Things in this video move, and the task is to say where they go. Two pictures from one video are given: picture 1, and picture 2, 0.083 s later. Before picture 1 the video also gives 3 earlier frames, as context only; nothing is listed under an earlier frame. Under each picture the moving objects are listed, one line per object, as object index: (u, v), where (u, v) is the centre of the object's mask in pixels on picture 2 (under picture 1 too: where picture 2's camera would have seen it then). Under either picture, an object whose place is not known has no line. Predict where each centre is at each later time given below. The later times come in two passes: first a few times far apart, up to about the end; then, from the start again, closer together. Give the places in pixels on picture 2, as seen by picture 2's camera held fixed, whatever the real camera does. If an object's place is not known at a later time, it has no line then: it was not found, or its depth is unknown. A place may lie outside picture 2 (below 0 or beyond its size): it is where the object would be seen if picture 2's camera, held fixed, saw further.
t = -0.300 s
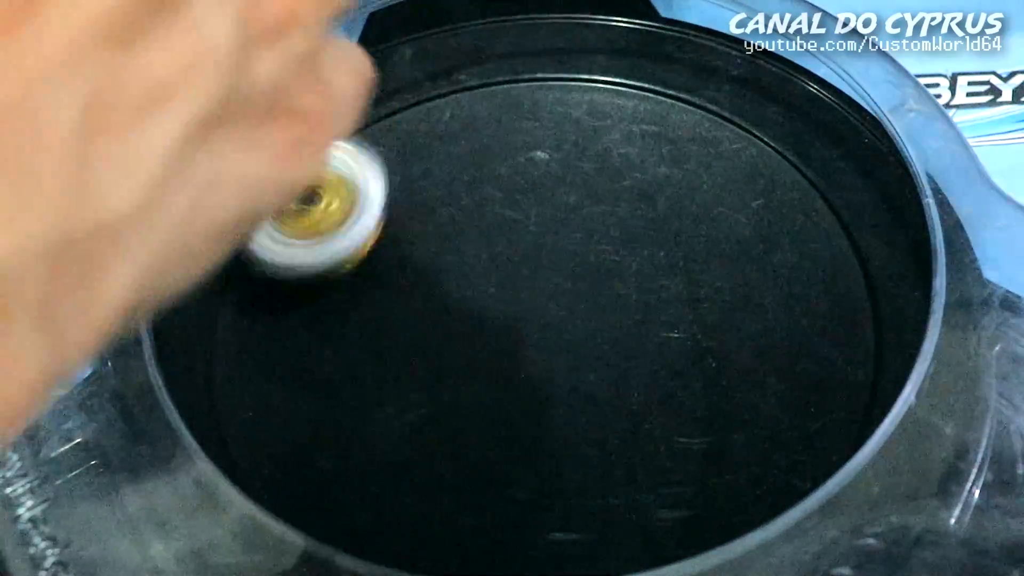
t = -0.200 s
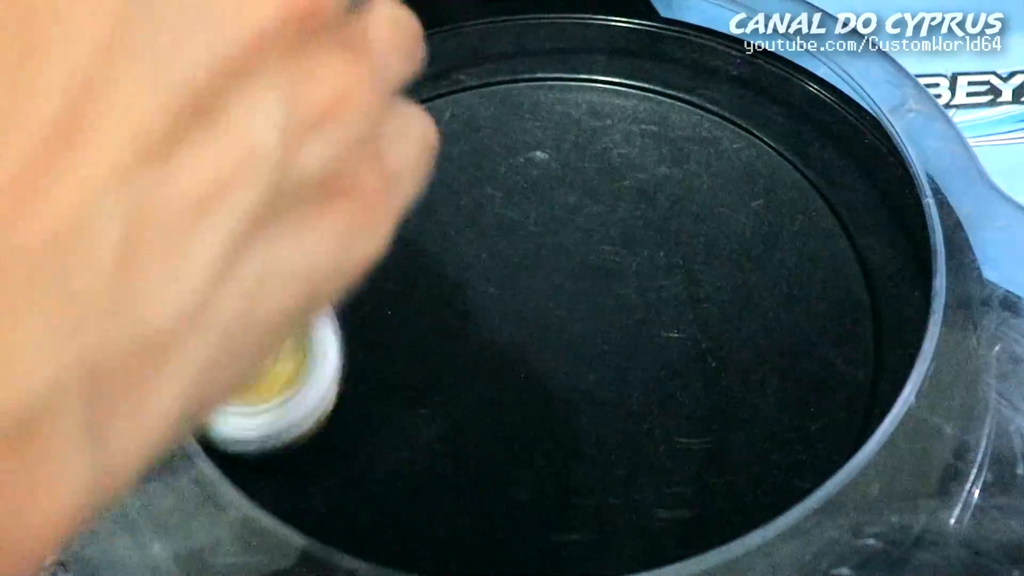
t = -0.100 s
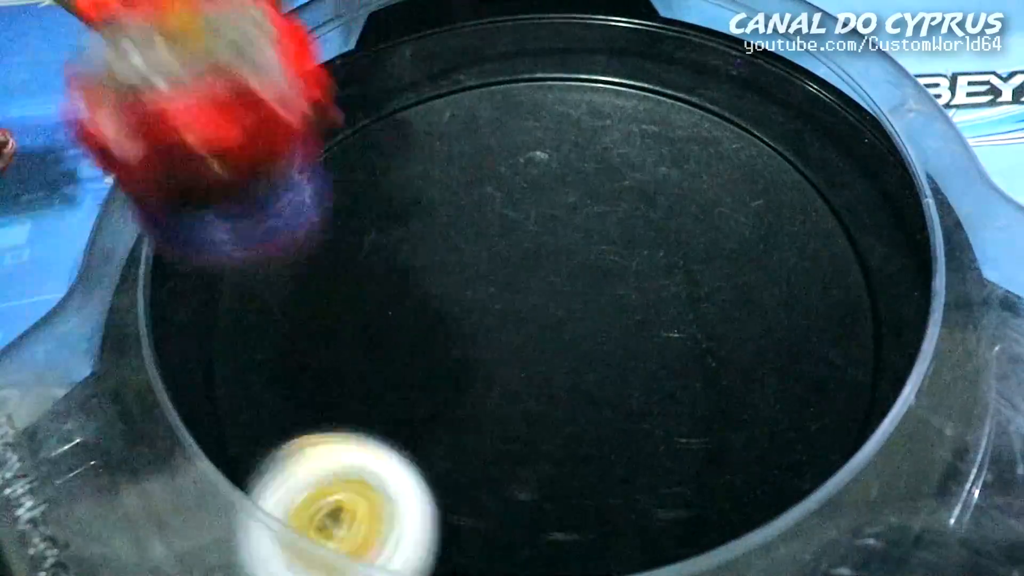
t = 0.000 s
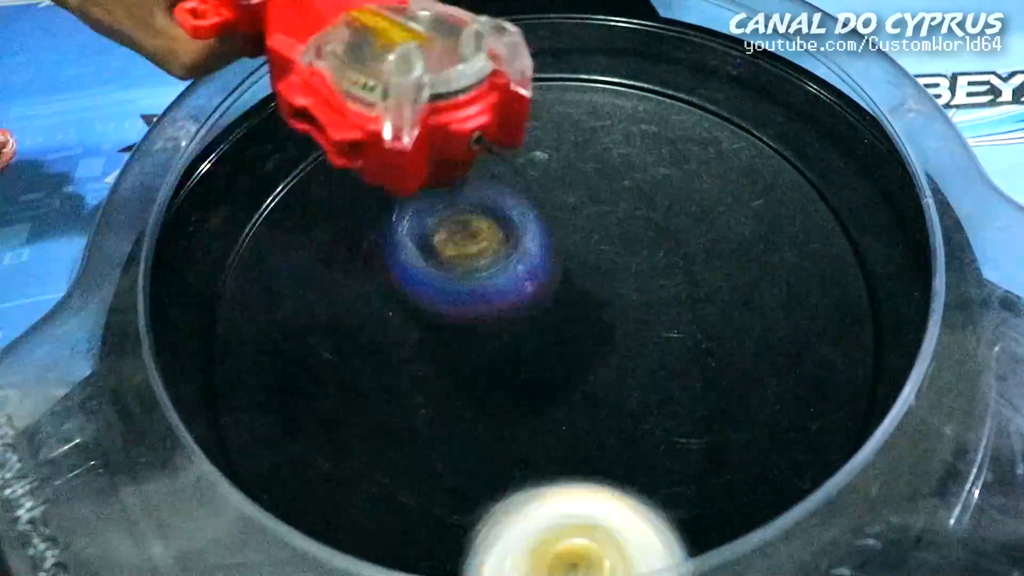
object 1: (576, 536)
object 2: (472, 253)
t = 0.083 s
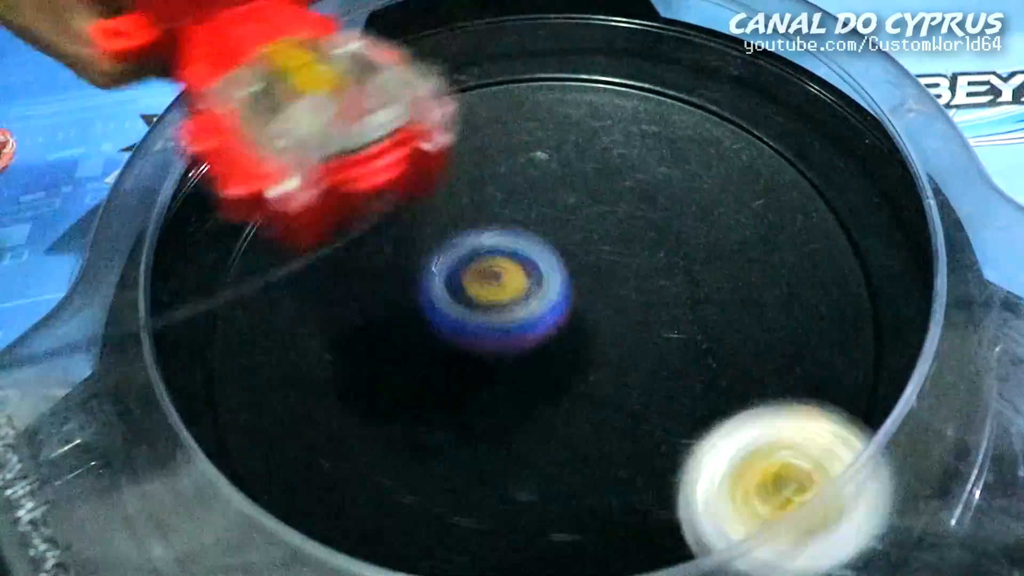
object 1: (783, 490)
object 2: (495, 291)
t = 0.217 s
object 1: (851, 210)
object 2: (439, 285)
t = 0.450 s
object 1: (404, 68)
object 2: (320, 478)
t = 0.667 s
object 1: (368, 524)
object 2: (798, 362)
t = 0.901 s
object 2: (444, 41)
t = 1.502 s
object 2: (589, 52)
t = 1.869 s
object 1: (729, 180)
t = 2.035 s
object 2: (762, 112)
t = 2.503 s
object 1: (807, 508)
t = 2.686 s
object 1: (970, 291)
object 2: (798, 355)
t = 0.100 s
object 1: (812, 461)
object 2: (491, 283)
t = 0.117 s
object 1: (835, 424)
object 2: (488, 280)
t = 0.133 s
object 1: (853, 389)
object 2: (485, 281)
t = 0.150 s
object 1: (868, 353)
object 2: (483, 287)
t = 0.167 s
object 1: (872, 314)
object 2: (480, 295)
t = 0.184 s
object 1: (870, 279)
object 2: (466, 289)
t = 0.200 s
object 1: (862, 243)
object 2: (452, 285)
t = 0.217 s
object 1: (851, 210)
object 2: (439, 285)
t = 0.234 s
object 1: (836, 179)
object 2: (424, 284)
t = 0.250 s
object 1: (816, 151)
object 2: (407, 286)
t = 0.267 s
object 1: (790, 126)
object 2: (390, 289)
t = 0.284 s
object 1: (763, 106)
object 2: (372, 295)
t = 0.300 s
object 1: (732, 90)
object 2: (355, 303)
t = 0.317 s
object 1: (698, 74)
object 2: (338, 313)
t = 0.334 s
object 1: (665, 60)
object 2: (321, 328)
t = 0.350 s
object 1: (631, 52)
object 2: (307, 346)
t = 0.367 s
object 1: (592, 48)
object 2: (294, 365)
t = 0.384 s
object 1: (556, 46)
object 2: (286, 388)
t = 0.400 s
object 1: (520, 47)
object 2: (283, 413)
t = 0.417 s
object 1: (478, 51)
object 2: (287, 434)
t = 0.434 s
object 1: (439, 58)
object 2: (302, 458)
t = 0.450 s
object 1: (404, 68)
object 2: (320, 478)
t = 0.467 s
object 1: (364, 87)
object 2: (344, 496)
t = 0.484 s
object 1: (331, 108)
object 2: (376, 513)
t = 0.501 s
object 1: (292, 136)
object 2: (410, 524)
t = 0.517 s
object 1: (260, 164)
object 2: (452, 531)
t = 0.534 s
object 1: (238, 200)
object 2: (498, 534)
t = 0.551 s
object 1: (217, 242)
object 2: (547, 533)
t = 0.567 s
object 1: (201, 284)
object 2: (597, 526)
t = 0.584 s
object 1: (197, 334)
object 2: (641, 513)
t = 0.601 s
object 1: (204, 383)
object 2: (684, 494)
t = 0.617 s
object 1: (226, 434)
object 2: (723, 468)
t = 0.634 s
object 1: (260, 480)
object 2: (757, 437)
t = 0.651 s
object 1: (308, 506)
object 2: (782, 400)
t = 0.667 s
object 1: (368, 524)
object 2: (798, 362)
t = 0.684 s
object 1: (435, 534)
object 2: (807, 323)
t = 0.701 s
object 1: (511, 537)
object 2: (809, 283)
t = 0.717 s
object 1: (586, 536)
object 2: (804, 248)
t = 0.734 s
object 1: (656, 529)
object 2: (794, 210)
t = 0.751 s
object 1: (718, 516)
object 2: (780, 178)
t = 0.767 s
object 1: (769, 495)
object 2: (757, 146)
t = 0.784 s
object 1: (812, 459)
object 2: (734, 116)
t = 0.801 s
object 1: (843, 414)
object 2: (701, 87)
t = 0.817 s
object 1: (861, 369)
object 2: (671, 66)
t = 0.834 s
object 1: (869, 328)
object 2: (631, 47)
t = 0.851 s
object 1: (869, 285)
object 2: (586, 43)
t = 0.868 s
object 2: (538, 42)
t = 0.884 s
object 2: (491, 41)
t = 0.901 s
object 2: (444, 41)
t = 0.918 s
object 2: (407, 41)
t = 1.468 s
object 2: (689, 78)
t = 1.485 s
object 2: (638, 59)
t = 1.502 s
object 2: (589, 52)
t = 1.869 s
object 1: (729, 180)
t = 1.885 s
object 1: (705, 171)
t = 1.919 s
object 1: (661, 158)
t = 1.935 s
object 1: (638, 154)
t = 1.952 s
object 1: (614, 152)
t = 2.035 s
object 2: (762, 112)
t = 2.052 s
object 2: (726, 92)
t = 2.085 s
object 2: (645, 60)
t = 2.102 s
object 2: (602, 52)
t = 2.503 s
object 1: (807, 508)
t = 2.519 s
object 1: (843, 496)
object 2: (529, 540)
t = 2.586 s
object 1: (936, 416)
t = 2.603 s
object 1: (946, 393)
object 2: (748, 503)
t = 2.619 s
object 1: (953, 373)
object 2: (773, 473)
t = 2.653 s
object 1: (961, 334)
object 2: (806, 410)
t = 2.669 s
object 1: (961, 315)
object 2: (814, 383)
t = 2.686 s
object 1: (970, 291)
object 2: (798, 355)
